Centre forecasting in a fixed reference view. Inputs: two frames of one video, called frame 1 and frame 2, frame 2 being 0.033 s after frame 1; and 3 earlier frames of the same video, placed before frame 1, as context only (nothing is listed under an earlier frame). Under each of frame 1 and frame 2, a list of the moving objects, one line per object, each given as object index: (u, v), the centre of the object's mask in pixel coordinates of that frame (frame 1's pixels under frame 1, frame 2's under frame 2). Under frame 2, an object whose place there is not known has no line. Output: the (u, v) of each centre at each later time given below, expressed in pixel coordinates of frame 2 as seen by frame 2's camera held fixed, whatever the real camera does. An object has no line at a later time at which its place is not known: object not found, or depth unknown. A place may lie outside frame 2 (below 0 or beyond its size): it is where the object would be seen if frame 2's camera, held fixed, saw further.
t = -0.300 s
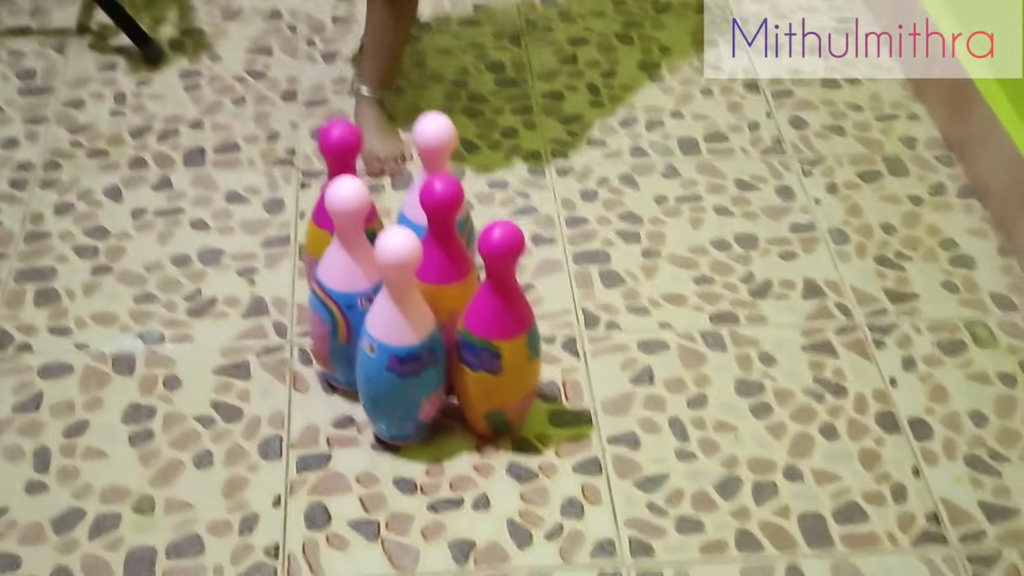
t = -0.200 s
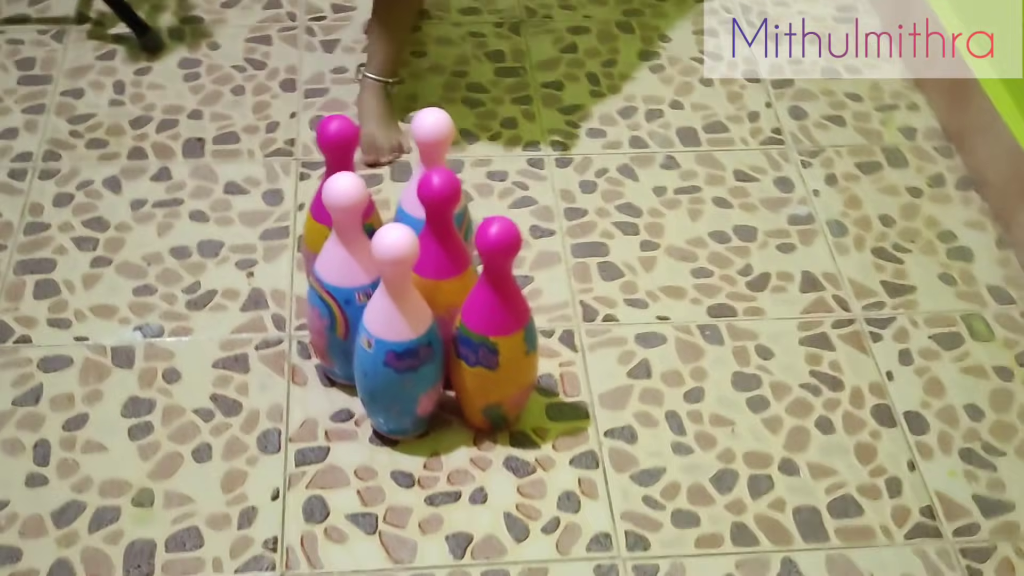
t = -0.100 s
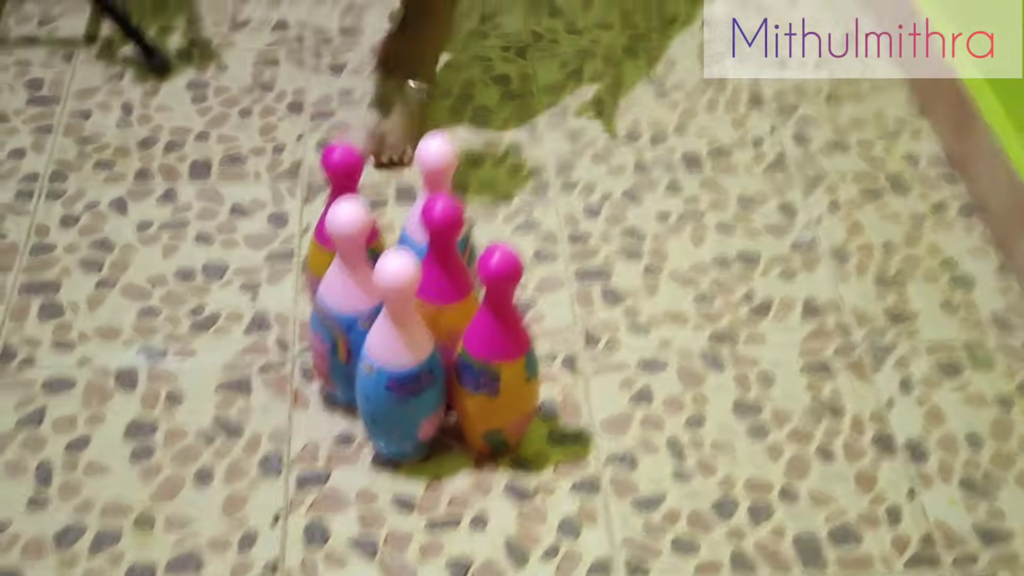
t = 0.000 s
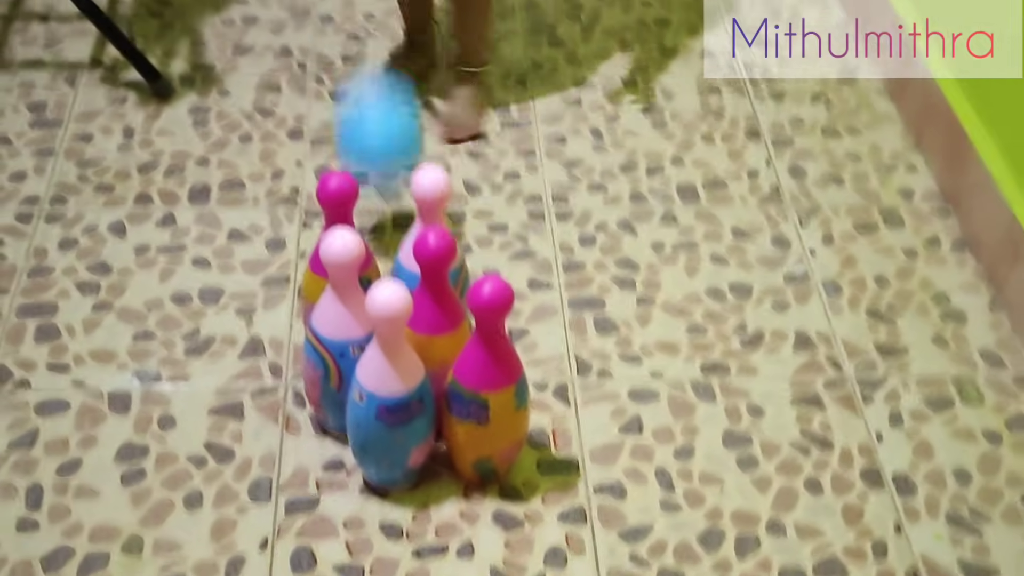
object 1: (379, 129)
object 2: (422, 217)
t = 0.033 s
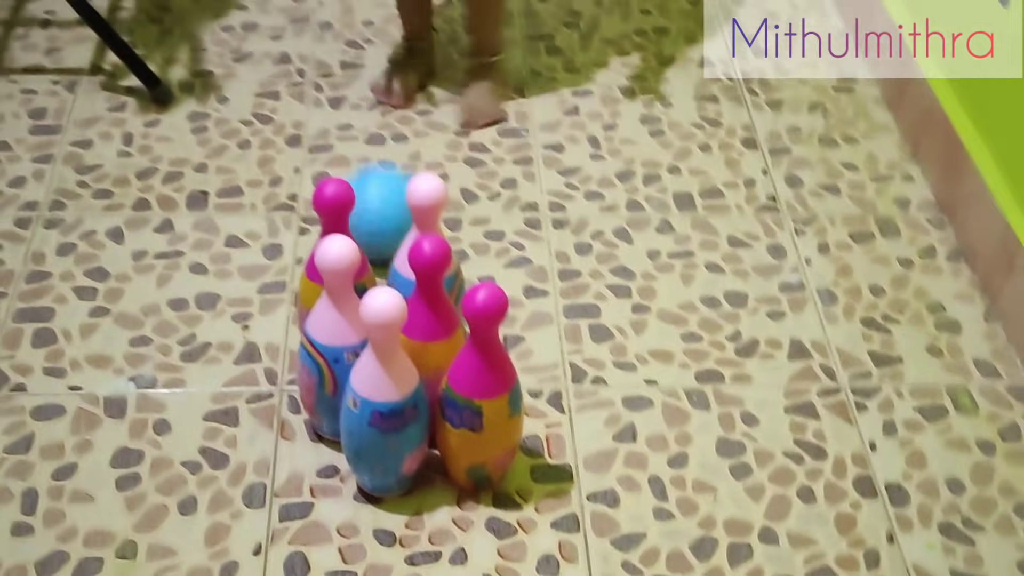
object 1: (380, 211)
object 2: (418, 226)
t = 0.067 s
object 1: (382, 154)
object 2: (424, 233)
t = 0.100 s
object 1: (387, 109)
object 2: (424, 233)
